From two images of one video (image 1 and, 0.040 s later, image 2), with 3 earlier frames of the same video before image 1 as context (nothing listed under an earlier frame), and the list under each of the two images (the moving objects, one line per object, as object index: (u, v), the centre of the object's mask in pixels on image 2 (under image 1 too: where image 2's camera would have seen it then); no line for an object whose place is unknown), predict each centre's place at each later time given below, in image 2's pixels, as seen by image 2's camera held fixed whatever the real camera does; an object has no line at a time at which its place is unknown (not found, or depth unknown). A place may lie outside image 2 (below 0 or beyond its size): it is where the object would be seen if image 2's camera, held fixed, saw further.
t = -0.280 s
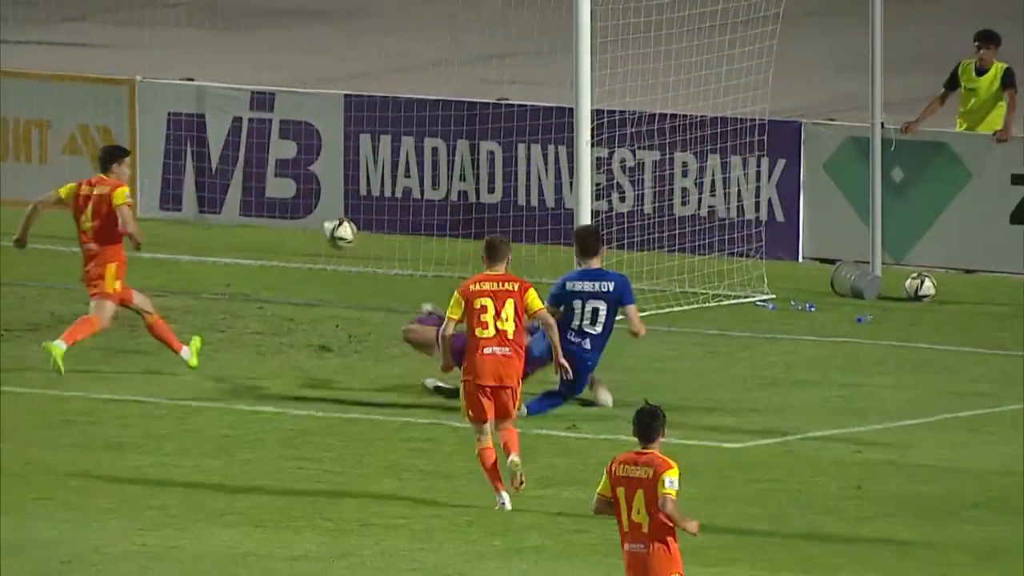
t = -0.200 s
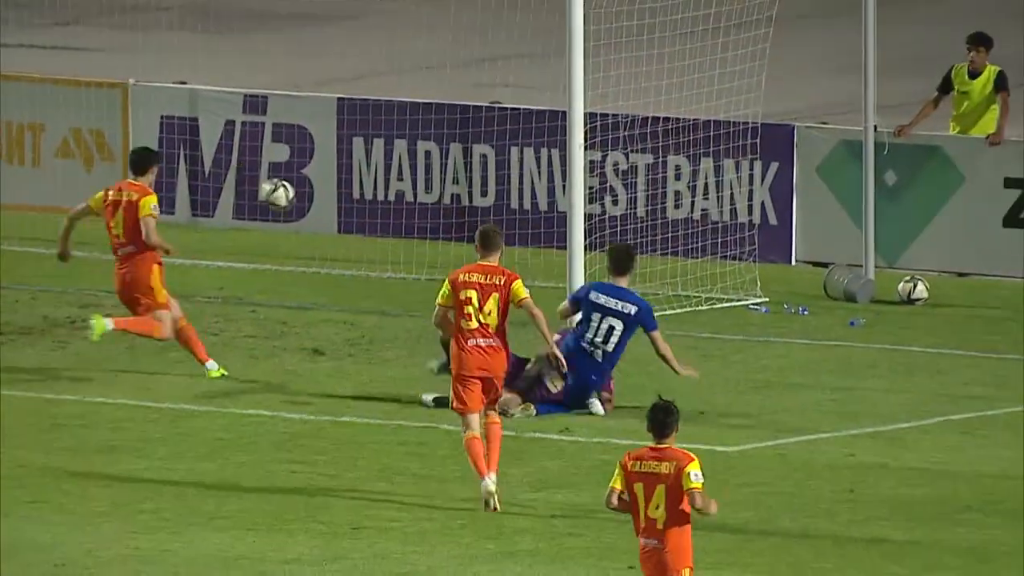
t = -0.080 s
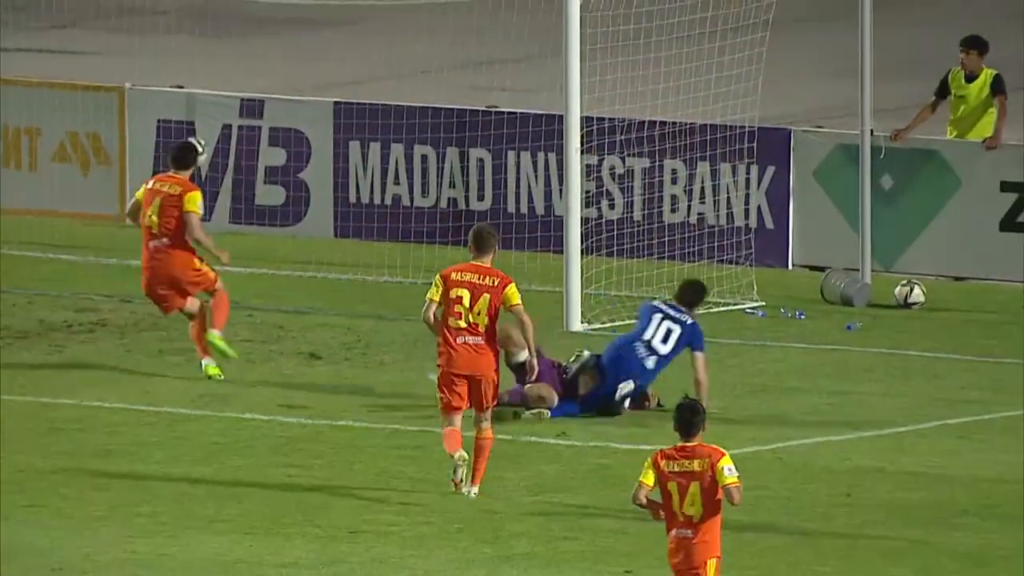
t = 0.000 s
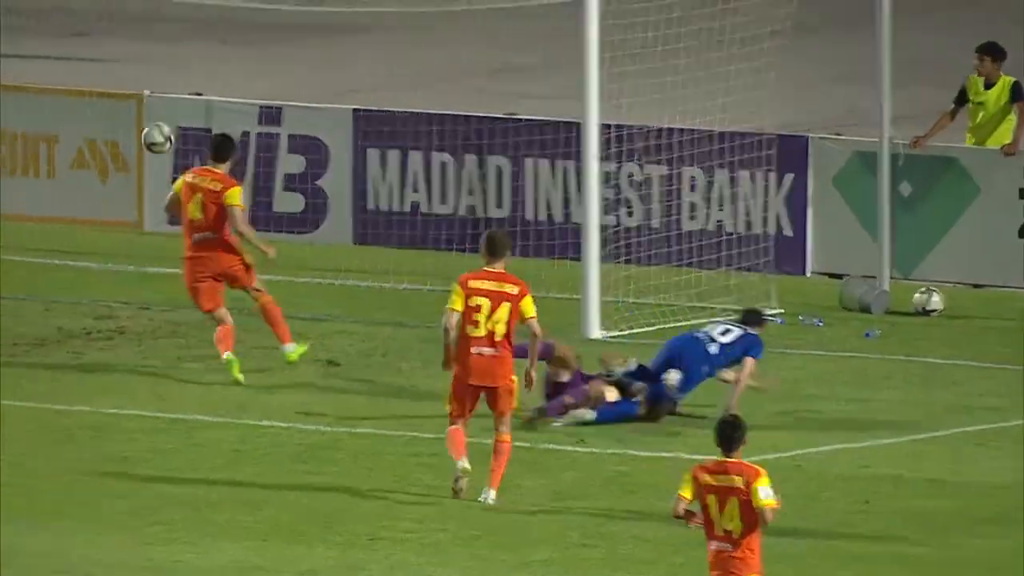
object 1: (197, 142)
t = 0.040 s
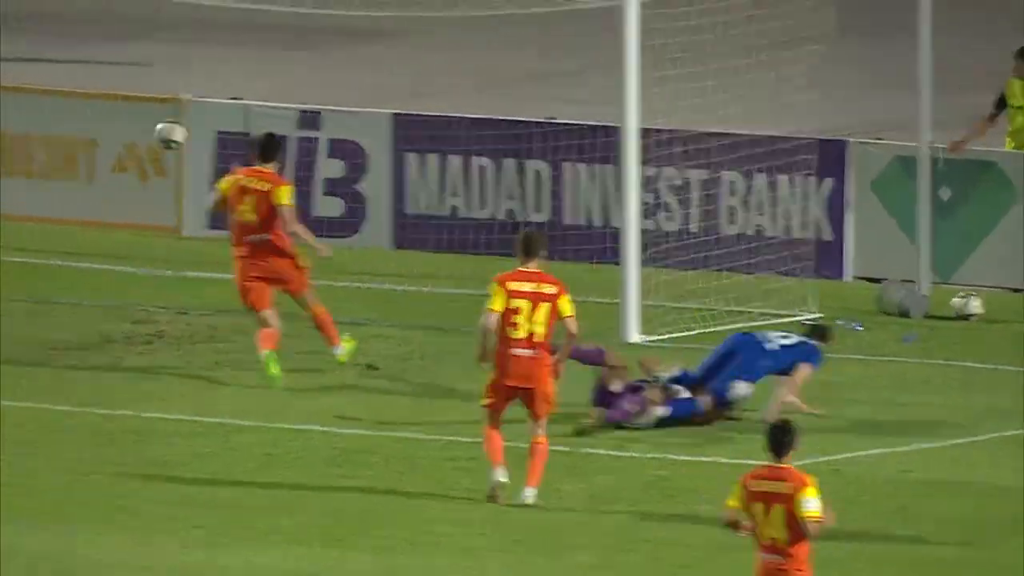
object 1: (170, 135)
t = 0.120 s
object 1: (115, 123)
